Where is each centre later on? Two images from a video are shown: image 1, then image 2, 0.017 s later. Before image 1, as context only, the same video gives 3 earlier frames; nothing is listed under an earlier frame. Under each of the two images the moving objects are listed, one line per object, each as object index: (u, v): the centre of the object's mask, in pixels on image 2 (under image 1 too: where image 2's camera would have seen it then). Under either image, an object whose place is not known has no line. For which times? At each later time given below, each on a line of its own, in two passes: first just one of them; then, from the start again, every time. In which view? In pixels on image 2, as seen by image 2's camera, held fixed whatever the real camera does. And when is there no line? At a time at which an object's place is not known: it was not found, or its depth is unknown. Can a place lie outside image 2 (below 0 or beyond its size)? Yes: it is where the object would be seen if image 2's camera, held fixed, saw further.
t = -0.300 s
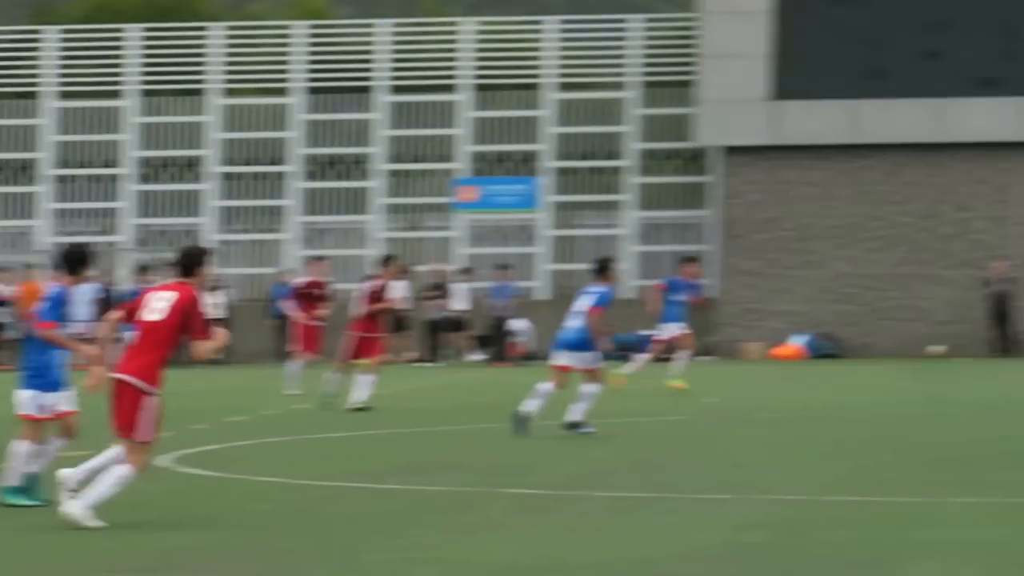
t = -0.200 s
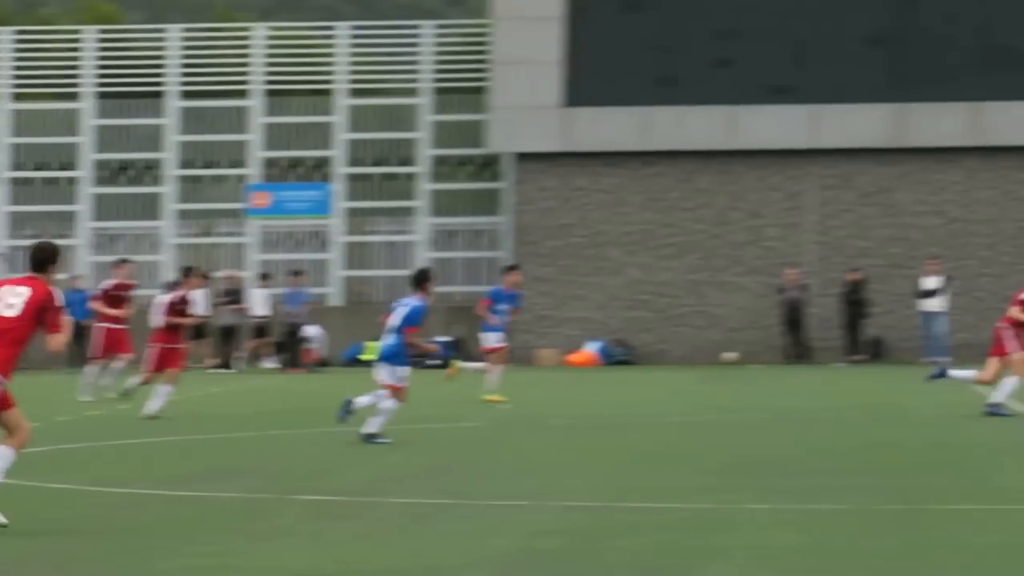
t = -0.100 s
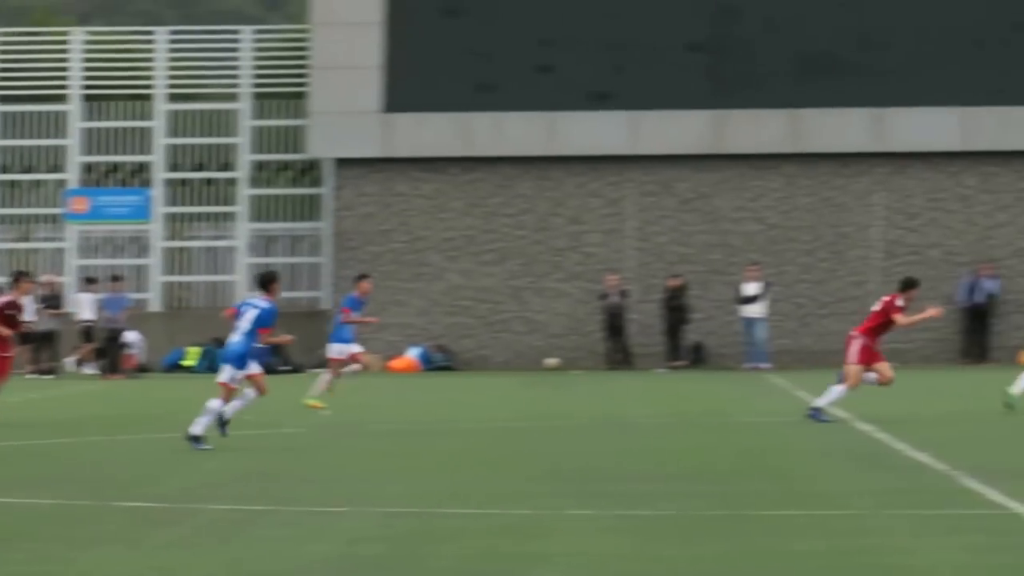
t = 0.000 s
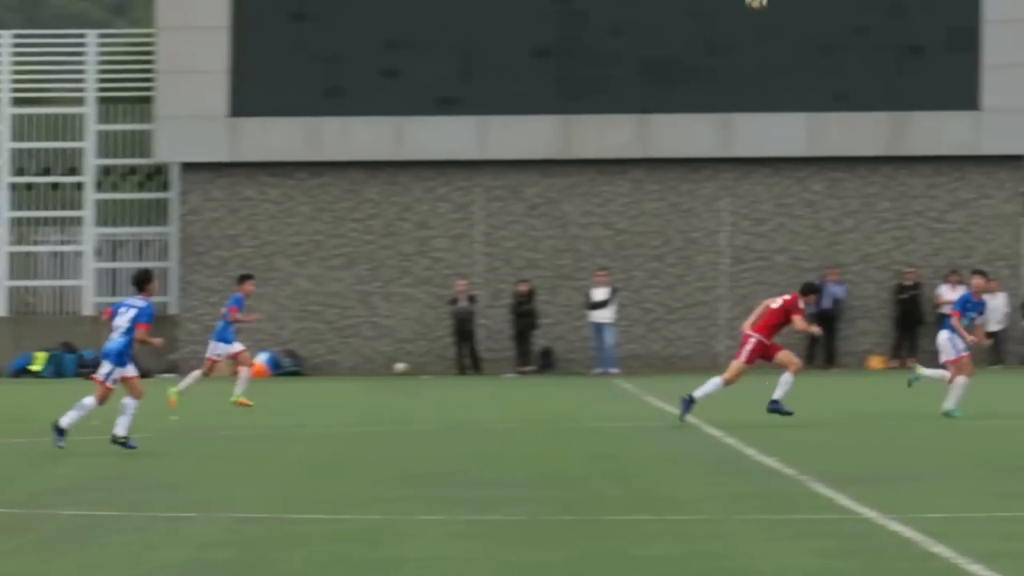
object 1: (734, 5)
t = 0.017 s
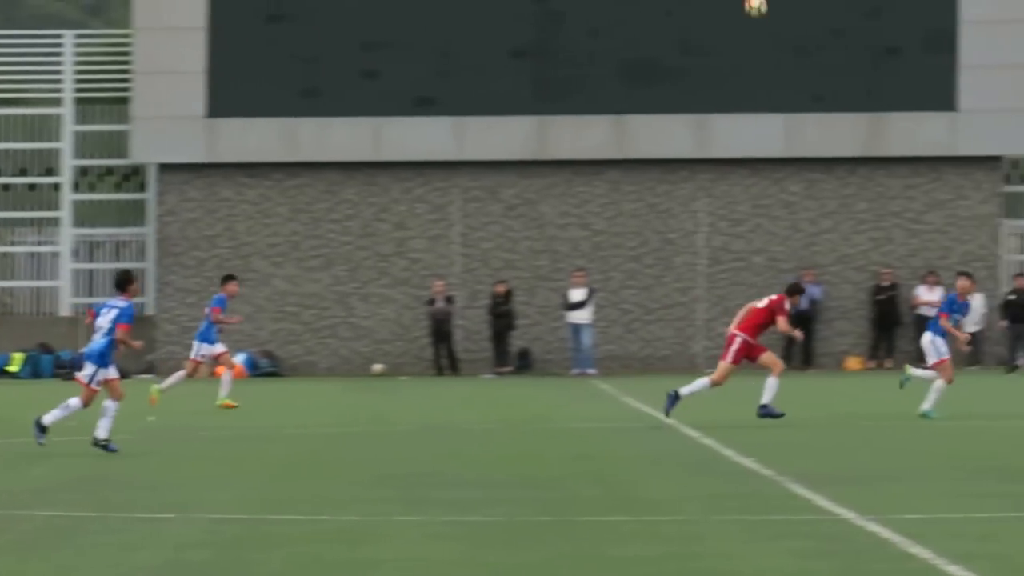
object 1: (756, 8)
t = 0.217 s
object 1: (1018, 102)
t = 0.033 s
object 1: (777, 12)
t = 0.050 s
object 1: (799, 20)
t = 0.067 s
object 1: (820, 27)
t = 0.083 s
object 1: (843, 35)
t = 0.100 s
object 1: (864, 43)
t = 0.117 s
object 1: (886, 50)
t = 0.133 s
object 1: (909, 59)
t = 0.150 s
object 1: (931, 67)
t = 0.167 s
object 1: (952, 75)
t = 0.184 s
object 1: (975, 84)
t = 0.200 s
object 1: (997, 93)
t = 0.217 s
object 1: (1018, 102)
